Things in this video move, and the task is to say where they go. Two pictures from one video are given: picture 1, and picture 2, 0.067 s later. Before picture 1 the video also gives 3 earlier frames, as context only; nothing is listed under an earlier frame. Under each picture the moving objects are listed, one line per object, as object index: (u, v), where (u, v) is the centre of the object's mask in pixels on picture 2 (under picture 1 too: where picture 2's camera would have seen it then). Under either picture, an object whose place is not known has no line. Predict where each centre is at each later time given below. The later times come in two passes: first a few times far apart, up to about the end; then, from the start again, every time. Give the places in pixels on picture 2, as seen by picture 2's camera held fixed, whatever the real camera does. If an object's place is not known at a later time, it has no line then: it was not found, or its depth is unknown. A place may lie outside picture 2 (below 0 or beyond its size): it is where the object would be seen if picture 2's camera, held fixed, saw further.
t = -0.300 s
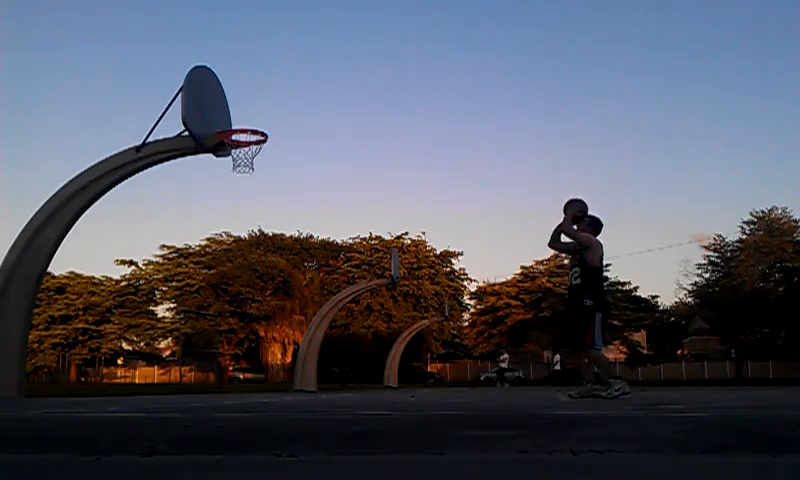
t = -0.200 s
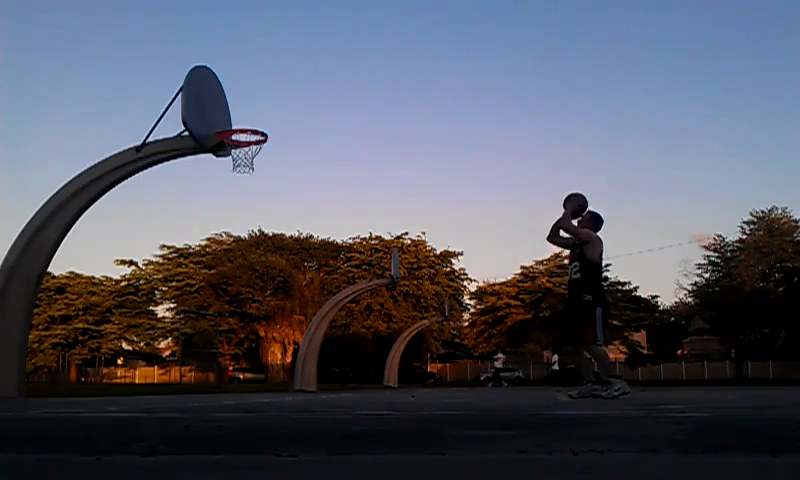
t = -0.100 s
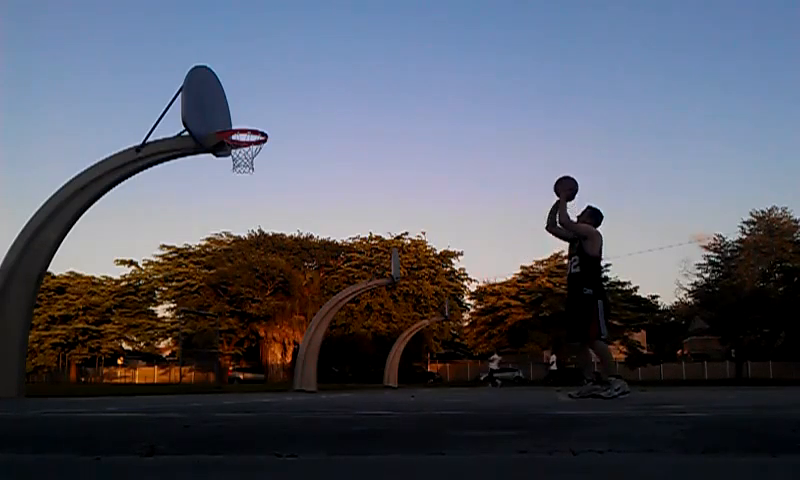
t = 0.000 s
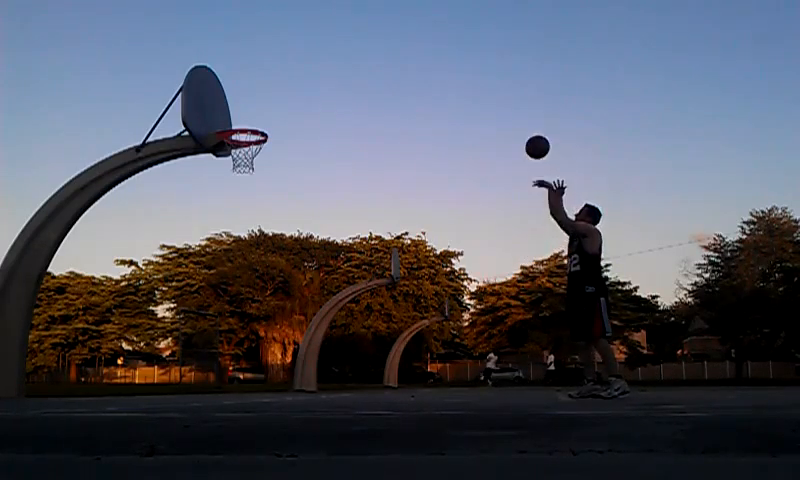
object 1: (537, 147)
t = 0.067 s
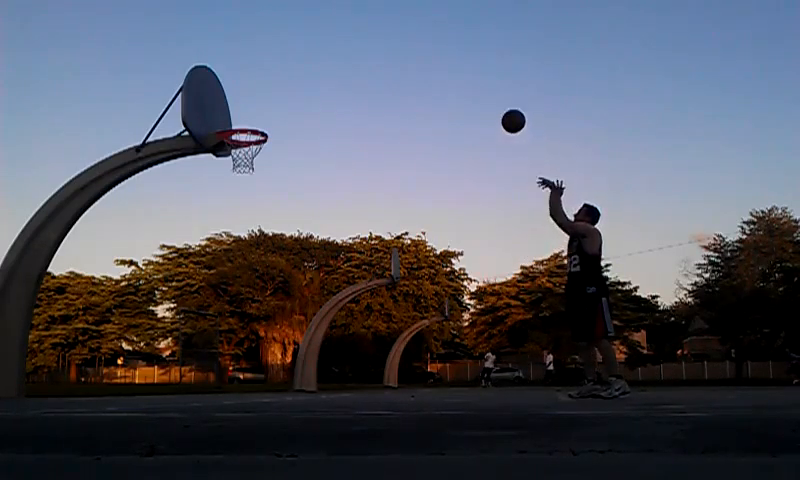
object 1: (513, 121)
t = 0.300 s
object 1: (432, 65)
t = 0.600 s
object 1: (334, 65)
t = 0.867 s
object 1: (258, 112)
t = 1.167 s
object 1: (251, 43)
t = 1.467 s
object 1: (242, 55)
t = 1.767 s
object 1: (230, 163)
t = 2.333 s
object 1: (198, 222)
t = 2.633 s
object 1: (179, 136)
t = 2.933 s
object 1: (156, 153)
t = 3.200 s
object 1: (128, 272)
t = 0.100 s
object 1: (501, 110)
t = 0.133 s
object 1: (489, 100)
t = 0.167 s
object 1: (478, 91)
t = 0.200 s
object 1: (466, 83)
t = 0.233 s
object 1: (455, 76)
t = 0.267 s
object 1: (444, 70)
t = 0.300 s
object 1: (432, 65)
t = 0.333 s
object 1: (421, 61)
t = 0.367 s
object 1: (410, 58)
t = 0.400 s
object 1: (399, 56)
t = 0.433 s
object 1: (388, 55)
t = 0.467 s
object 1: (377, 55)
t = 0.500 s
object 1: (366, 56)
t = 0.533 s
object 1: (355, 58)
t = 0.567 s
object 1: (344, 61)
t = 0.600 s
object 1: (334, 65)
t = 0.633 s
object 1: (323, 69)
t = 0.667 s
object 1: (313, 76)
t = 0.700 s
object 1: (302, 82)
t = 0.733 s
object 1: (291, 91)
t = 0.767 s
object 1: (281, 99)
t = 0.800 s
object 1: (270, 109)
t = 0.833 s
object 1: (260, 120)
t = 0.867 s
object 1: (258, 112)
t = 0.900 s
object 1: (257, 100)
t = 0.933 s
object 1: (257, 90)
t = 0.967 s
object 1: (256, 81)
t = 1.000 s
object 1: (255, 72)
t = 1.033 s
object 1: (255, 64)
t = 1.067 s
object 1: (254, 58)
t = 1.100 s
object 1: (253, 52)
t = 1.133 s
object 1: (252, 47)
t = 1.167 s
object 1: (251, 43)
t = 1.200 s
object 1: (250, 40)
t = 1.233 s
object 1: (249, 38)
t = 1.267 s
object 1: (248, 37)
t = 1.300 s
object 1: (247, 37)
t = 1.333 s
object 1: (246, 39)
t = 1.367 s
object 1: (245, 41)
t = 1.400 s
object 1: (244, 44)
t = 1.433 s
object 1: (243, 49)
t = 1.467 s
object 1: (242, 55)
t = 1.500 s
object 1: (240, 62)
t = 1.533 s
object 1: (239, 70)
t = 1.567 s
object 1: (238, 79)
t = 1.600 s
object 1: (237, 89)
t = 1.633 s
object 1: (236, 101)
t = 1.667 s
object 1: (234, 114)
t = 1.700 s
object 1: (234, 129)
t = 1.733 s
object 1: (233, 145)
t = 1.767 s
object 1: (230, 163)
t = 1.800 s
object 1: (228, 181)
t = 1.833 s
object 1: (226, 202)
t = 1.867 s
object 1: (224, 225)
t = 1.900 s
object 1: (221, 249)
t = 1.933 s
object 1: (219, 274)
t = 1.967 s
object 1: (216, 296)
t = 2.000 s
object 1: (215, 333)
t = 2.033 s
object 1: (215, 367)
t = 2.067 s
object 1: (211, 381)
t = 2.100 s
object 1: (210, 361)
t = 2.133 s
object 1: (210, 336)
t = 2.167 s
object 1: (207, 315)
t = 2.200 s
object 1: (206, 294)
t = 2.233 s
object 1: (204, 274)
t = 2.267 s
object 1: (203, 256)
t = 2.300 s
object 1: (200, 238)
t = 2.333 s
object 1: (198, 222)
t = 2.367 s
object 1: (196, 208)
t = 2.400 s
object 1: (194, 194)
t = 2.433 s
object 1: (192, 182)
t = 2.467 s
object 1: (190, 172)
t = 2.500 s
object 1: (189, 163)
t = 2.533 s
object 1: (186, 154)
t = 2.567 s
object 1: (183, 146)
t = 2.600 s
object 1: (180, 139)
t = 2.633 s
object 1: (179, 136)
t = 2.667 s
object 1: (177, 132)
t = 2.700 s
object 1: (175, 130)
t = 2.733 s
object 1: (172, 129)
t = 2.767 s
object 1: (170, 129)
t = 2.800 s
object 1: (167, 131)
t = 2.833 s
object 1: (164, 134)
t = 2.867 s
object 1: (162, 139)
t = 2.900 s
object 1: (159, 145)
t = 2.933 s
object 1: (156, 153)
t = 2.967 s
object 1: (153, 162)
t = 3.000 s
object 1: (150, 173)
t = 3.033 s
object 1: (146, 185)
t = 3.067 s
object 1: (143, 199)
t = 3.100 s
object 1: (140, 215)
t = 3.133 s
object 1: (136, 232)
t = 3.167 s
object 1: (132, 251)
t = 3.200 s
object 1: (128, 272)
